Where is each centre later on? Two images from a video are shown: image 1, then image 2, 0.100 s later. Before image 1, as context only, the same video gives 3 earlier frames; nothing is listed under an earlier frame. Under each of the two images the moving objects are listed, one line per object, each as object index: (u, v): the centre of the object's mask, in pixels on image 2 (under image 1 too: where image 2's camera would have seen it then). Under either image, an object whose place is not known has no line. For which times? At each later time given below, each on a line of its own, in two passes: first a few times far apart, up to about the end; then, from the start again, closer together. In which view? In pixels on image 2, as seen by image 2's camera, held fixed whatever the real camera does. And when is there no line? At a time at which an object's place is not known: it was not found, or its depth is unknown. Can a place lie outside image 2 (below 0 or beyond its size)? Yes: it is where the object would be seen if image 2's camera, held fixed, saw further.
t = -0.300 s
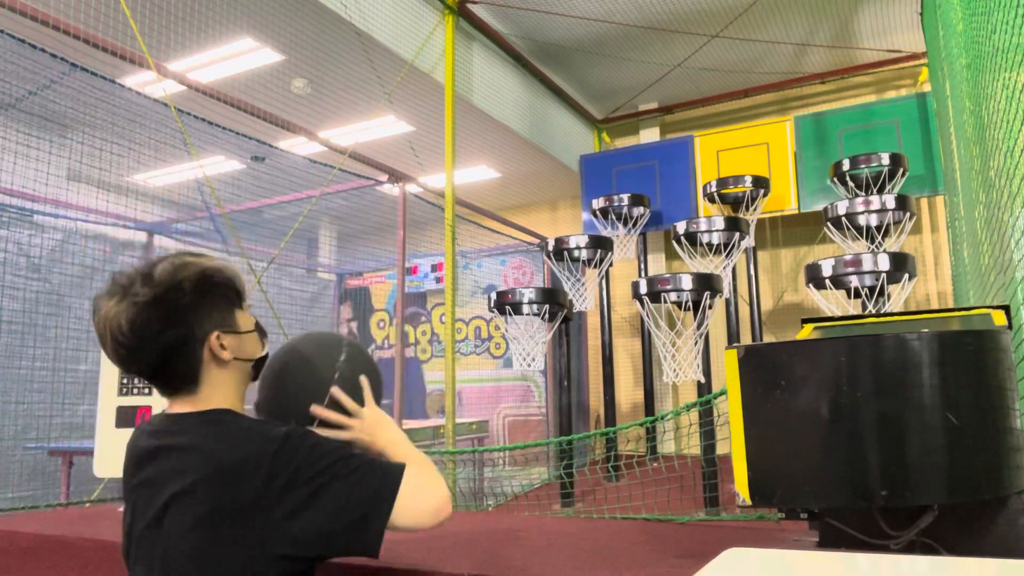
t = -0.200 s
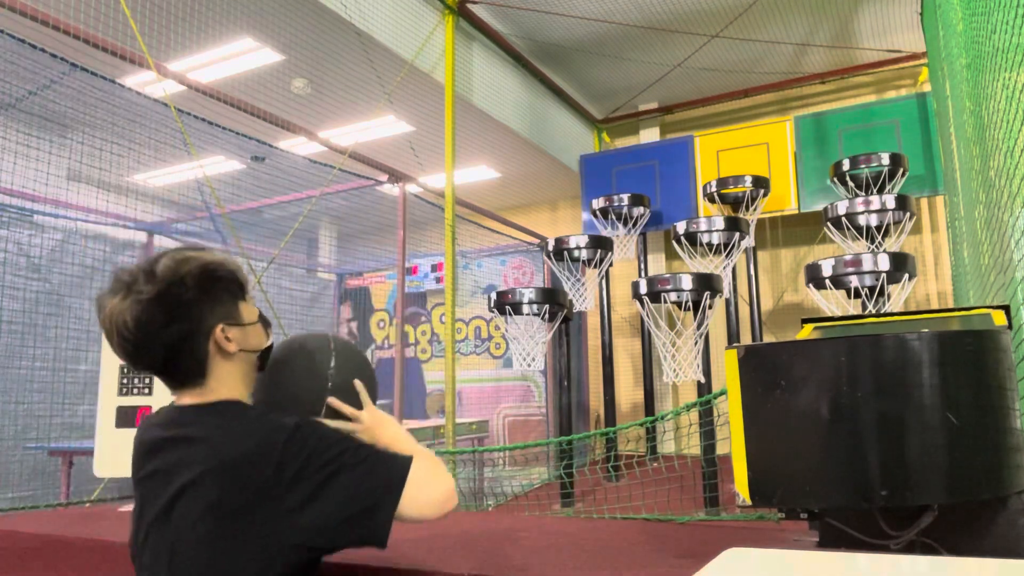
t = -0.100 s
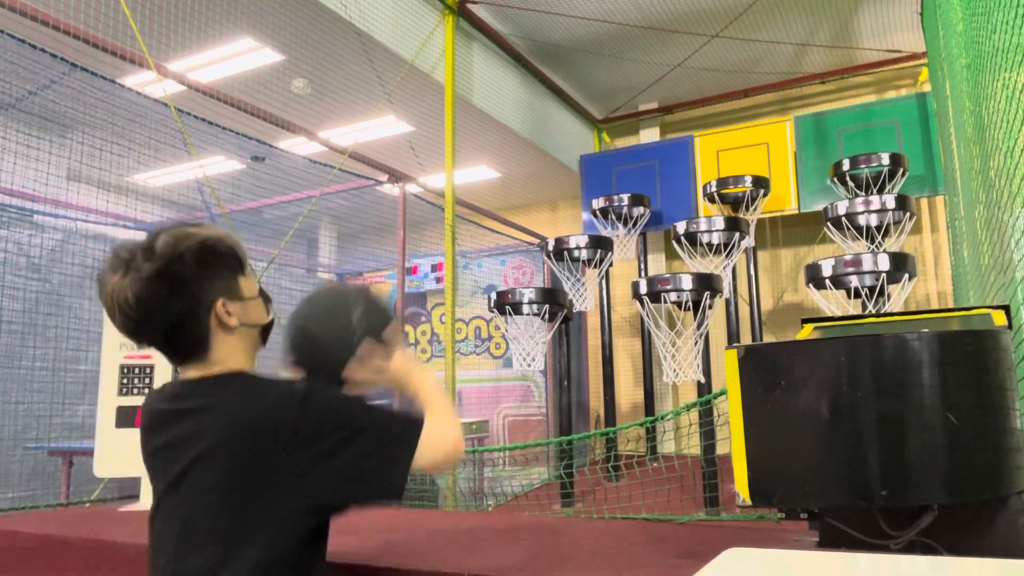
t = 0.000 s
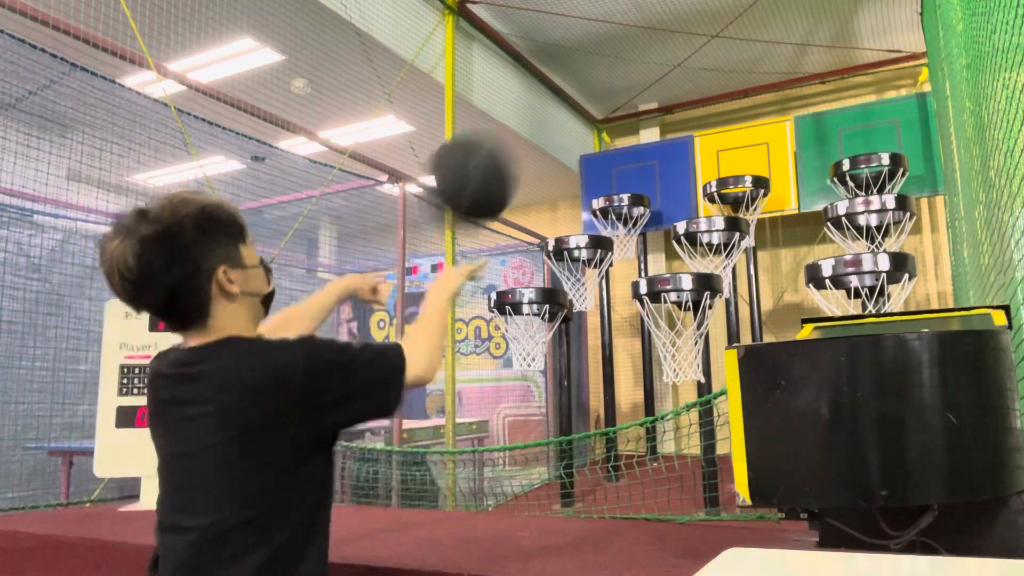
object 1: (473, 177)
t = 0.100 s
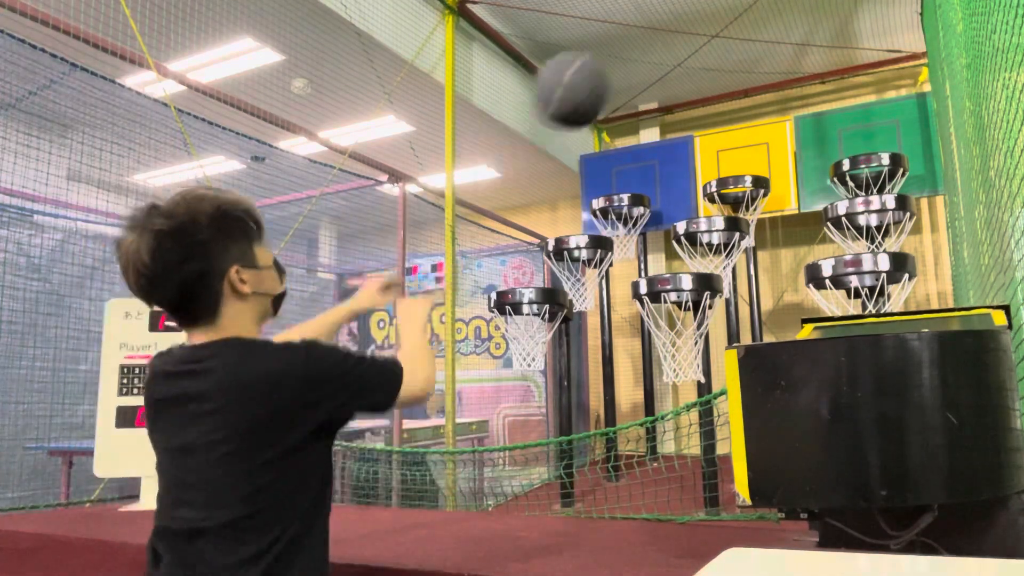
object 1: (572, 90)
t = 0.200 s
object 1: (638, 57)
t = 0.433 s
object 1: (741, 77)
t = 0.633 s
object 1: (801, 158)
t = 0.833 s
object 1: (781, 161)
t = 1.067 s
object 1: (725, 160)
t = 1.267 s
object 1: (678, 181)
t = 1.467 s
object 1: (629, 230)
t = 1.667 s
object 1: (666, 230)
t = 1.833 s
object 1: (690, 243)
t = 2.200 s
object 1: (691, 386)
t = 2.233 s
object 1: (690, 392)
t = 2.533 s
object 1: (691, 384)
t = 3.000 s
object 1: (687, 387)
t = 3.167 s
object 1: (687, 442)
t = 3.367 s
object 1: (680, 396)
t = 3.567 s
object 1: (676, 392)
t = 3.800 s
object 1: (671, 440)
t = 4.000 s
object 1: (671, 428)
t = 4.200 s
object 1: (675, 447)
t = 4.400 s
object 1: (664, 437)
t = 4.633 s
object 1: (651, 446)
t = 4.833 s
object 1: (640, 456)
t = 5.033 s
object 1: (629, 457)
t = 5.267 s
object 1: (629, 456)
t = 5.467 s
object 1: (634, 456)
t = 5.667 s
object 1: (634, 457)
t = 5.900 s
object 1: (634, 458)
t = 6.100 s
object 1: (635, 458)
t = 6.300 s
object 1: (634, 461)
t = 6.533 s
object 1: (635, 463)
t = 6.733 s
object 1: (637, 464)
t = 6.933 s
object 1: (643, 463)
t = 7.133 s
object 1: (648, 464)
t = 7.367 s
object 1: (650, 466)
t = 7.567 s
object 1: (653, 470)
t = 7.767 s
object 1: (655, 472)
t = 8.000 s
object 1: (658, 476)
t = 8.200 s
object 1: (658, 480)
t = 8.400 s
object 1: (657, 488)
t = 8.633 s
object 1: (657, 496)
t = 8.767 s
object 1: (654, 499)
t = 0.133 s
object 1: (596, 74)
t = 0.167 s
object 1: (618, 63)
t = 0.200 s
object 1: (638, 57)
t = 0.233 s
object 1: (659, 54)
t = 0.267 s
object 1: (675, 52)
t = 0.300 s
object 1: (690, 54)
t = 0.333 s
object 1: (704, 58)
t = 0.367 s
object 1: (717, 63)
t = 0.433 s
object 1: (741, 77)
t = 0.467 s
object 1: (752, 89)
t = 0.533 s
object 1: (772, 112)
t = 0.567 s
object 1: (782, 126)
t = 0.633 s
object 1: (801, 158)
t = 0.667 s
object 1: (809, 174)
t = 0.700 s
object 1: (817, 192)
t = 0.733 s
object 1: (811, 186)
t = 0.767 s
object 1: (800, 176)
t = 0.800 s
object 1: (790, 168)
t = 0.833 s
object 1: (781, 161)
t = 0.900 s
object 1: (763, 153)
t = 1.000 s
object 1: (739, 153)
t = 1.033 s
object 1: (732, 156)
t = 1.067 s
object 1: (725, 160)
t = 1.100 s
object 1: (719, 165)
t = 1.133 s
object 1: (712, 172)
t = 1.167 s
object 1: (704, 174)
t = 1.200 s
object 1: (695, 175)
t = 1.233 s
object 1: (686, 177)
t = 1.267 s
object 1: (678, 181)
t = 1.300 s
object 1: (669, 186)
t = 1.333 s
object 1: (661, 193)
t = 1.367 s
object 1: (653, 200)
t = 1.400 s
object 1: (644, 209)
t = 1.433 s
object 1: (637, 218)
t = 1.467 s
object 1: (629, 230)
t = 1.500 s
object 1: (622, 241)
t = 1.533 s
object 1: (627, 239)
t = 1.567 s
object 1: (640, 235)
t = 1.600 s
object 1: (649, 233)
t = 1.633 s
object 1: (660, 231)
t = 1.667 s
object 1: (666, 230)
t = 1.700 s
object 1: (669, 234)
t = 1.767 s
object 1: (683, 238)
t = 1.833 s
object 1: (690, 243)
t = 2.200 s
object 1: (691, 386)
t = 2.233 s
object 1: (690, 392)
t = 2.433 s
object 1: (690, 403)
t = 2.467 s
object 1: (690, 392)
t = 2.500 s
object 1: (691, 388)
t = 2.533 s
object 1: (691, 384)
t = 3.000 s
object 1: (687, 387)
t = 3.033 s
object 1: (687, 391)
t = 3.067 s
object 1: (684, 396)
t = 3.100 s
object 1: (687, 414)
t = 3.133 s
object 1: (687, 426)
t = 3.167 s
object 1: (687, 442)
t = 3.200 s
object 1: (687, 442)
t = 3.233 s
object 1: (686, 431)
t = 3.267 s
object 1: (686, 422)
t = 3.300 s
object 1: (684, 413)
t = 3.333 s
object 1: (682, 404)
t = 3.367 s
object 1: (680, 396)
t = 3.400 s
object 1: (680, 394)
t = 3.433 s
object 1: (679, 393)
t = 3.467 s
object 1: (678, 392)
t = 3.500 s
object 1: (677, 391)
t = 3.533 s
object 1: (677, 392)
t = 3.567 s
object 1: (676, 392)
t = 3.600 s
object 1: (674, 395)
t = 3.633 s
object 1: (673, 397)
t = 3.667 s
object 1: (672, 400)
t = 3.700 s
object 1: (672, 409)
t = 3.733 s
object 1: (673, 421)
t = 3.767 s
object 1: (673, 429)
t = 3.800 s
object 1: (671, 440)
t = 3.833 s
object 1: (671, 447)
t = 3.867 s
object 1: (670, 440)
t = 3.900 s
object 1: (670, 433)
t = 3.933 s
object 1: (671, 431)
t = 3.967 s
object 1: (671, 429)
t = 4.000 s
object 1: (671, 428)
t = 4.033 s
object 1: (671, 429)
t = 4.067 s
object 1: (672, 429)
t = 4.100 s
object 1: (672, 431)
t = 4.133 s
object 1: (673, 434)
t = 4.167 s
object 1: (673, 439)
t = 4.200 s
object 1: (675, 447)
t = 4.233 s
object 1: (675, 448)
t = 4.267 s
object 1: (672, 443)
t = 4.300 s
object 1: (670, 440)
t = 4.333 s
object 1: (668, 437)
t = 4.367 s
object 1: (666, 437)
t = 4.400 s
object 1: (664, 437)
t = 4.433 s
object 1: (662, 439)
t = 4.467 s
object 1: (660, 441)
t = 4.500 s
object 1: (659, 446)
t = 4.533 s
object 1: (658, 451)
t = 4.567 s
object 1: (656, 451)
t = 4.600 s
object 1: (653, 446)
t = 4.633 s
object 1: (651, 446)
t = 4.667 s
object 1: (648, 445)
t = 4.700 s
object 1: (648, 446)
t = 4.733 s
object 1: (647, 447)
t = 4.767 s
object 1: (645, 448)
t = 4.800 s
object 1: (643, 451)
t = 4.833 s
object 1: (640, 456)
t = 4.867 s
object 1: (638, 455)
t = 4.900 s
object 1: (635, 452)
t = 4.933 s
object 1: (635, 454)
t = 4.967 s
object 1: (635, 454)
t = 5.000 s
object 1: (633, 455)
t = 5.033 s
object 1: (629, 457)
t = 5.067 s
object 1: (628, 458)
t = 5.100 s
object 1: (628, 457)
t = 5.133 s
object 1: (628, 457)
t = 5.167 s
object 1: (628, 456)
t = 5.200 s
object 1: (629, 456)
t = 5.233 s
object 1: (629, 456)
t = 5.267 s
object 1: (629, 456)
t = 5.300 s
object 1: (632, 456)
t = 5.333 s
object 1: (632, 456)
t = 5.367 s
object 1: (632, 456)
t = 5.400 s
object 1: (633, 457)
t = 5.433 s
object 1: (633, 457)
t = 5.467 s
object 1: (634, 456)
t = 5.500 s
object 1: (634, 457)
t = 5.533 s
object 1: (634, 457)
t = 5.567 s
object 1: (634, 457)
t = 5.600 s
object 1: (634, 457)
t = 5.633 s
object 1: (634, 457)
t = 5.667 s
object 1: (634, 457)
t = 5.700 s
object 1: (634, 457)
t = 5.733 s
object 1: (634, 457)
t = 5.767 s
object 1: (634, 457)
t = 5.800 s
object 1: (634, 458)
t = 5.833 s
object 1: (634, 458)
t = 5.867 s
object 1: (634, 458)
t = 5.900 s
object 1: (634, 458)
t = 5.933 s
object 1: (634, 458)
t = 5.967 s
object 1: (635, 458)
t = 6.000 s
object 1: (635, 458)
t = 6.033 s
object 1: (635, 458)
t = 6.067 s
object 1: (635, 458)
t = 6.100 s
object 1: (635, 458)
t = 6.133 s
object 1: (635, 459)
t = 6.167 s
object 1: (635, 459)
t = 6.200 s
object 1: (635, 459)
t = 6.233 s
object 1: (635, 461)
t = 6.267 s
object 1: (634, 461)
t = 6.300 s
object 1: (634, 461)
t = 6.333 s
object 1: (634, 462)
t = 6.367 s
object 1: (634, 462)
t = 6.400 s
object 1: (634, 462)
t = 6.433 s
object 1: (634, 462)
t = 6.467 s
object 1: (634, 462)
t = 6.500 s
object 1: (635, 462)
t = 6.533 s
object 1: (635, 463)
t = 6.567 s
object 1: (635, 463)
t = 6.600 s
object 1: (636, 463)
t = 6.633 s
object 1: (636, 463)
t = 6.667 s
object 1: (636, 463)
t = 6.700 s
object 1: (636, 464)
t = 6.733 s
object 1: (637, 464)
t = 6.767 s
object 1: (637, 464)
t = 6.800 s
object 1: (638, 464)
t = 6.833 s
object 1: (638, 464)
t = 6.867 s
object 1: (640, 463)
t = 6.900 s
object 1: (640, 463)
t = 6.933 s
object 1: (643, 463)
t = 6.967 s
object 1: (643, 463)
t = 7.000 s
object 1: (644, 463)
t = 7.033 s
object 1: (647, 463)
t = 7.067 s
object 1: (648, 463)
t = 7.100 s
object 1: (648, 464)
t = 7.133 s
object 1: (648, 464)
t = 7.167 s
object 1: (648, 464)
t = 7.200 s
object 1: (649, 465)
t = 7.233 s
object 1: (649, 465)
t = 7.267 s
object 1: (649, 465)
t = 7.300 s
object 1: (649, 465)
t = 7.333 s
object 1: (650, 465)
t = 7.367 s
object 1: (650, 466)
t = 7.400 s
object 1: (651, 467)
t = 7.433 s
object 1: (652, 467)
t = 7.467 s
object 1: (652, 468)
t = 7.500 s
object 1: (652, 468)
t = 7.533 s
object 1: (653, 469)
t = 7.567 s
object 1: (653, 470)
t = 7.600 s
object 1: (653, 470)
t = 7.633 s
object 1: (653, 470)
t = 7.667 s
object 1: (654, 471)
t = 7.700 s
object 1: (655, 471)
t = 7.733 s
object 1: (654, 472)
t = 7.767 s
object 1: (655, 472)
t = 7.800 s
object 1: (655, 473)
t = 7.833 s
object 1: (657, 474)
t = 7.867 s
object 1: (657, 474)
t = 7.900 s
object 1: (658, 474)
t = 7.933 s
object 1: (657, 475)
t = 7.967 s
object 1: (658, 476)
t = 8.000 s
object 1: (658, 476)
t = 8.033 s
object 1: (658, 477)
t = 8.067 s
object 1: (658, 477)
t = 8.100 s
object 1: (658, 477)
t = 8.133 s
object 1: (658, 478)
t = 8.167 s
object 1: (658, 479)
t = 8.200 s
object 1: (658, 480)
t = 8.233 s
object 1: (658, 480)
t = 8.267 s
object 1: (658, 481)
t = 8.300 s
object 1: (658, 481)
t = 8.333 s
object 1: (658, 482)
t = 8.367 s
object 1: (657, 486)
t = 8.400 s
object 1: (657, 488)
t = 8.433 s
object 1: (657, 489)
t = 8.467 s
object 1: (657, 491)
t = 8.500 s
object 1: (657, 492)
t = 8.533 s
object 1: (657, 493)
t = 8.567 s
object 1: (657, 494)
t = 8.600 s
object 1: (657, 495)
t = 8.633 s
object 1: (657, 496)
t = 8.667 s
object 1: (657, 496)
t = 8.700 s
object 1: (656, 497)
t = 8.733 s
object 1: (654, 498)
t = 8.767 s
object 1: (654, 499)
